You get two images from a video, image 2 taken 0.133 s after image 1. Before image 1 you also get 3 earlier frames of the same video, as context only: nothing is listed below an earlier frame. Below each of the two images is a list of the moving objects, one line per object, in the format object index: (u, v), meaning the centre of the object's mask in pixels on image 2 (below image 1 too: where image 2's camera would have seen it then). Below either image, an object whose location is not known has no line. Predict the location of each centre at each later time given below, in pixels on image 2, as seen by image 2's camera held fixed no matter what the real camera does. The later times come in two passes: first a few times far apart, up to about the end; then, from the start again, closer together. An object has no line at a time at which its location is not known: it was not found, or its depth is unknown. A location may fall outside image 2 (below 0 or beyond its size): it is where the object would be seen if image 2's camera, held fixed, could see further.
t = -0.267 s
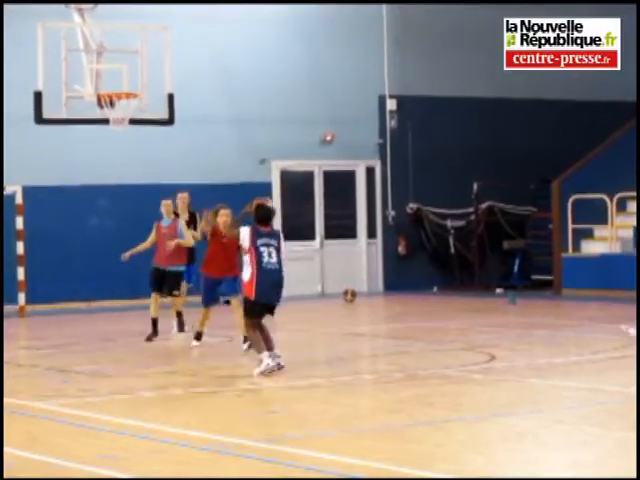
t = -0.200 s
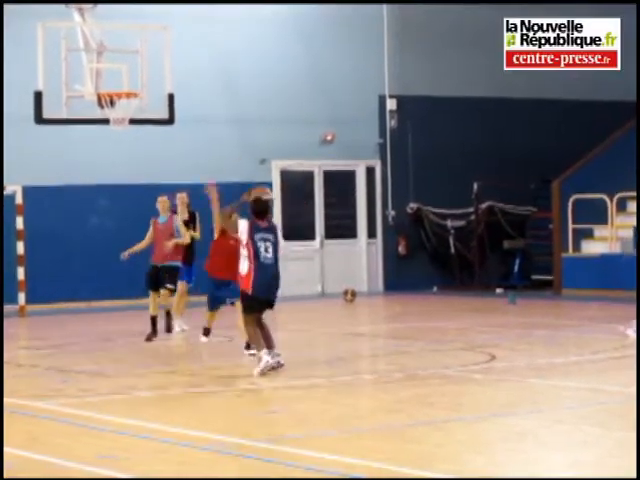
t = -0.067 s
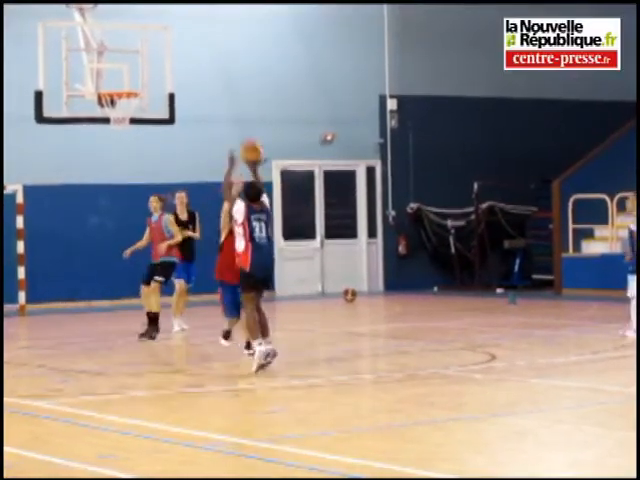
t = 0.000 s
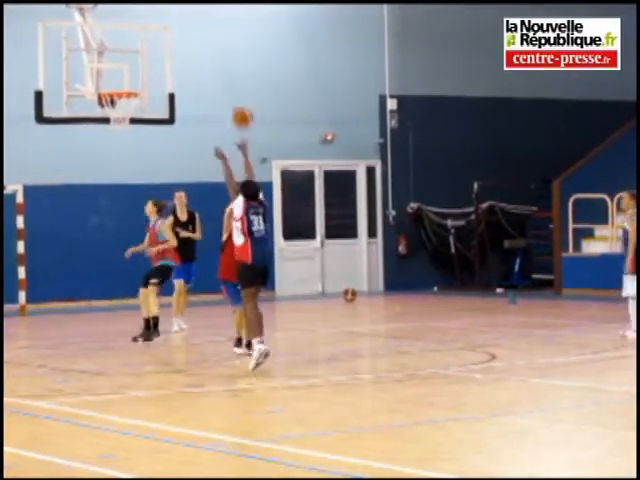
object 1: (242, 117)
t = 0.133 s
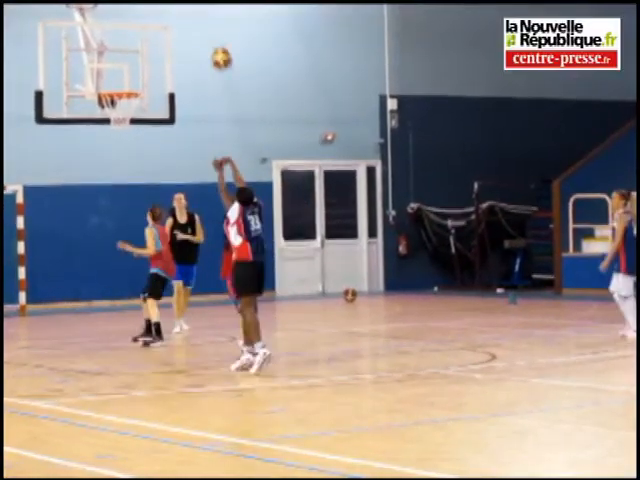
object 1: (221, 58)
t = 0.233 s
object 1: (207, 27)
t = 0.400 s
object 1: (185, 6)
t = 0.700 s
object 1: (152, 11)
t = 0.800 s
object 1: (141, 31)
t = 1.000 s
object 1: (123, 89)
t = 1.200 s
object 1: (98, 38)
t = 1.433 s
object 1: (67, 20)
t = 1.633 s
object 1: (43, 38)
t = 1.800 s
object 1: (22, 80)
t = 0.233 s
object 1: (207, 27)
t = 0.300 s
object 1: (198, 13)
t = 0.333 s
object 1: (193, 10)
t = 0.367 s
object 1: (189, 8)
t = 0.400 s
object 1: (185, 6)
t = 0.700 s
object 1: (152, 11)
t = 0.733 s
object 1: (147, 17)
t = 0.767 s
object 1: (144, 23)
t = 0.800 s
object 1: (141, 31)
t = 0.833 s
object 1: (138, 38)
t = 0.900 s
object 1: (132, 57)
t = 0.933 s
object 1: (130, 68)
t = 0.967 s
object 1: (127, 78)
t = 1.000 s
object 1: (123, 89)
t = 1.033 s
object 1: (119, 78)
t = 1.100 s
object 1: (111, 60)
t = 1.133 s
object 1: (105, 52)
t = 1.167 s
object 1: (102, 45)
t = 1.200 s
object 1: (98, 38)
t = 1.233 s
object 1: (93, 33)
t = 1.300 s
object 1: (85, 25)
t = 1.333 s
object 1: (81, 22)
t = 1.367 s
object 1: (77, 20)
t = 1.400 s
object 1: (72, 20)
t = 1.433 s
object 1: (67, 20)
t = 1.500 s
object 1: (59, 22)
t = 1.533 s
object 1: (55, 25)
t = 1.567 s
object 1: (51, 28)
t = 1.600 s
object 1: (46, 33)
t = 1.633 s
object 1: (43, 38)
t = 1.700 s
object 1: (34, 52)
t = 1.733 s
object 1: (30, 61)
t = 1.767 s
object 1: (27, 70)
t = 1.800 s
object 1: (22, 80)
